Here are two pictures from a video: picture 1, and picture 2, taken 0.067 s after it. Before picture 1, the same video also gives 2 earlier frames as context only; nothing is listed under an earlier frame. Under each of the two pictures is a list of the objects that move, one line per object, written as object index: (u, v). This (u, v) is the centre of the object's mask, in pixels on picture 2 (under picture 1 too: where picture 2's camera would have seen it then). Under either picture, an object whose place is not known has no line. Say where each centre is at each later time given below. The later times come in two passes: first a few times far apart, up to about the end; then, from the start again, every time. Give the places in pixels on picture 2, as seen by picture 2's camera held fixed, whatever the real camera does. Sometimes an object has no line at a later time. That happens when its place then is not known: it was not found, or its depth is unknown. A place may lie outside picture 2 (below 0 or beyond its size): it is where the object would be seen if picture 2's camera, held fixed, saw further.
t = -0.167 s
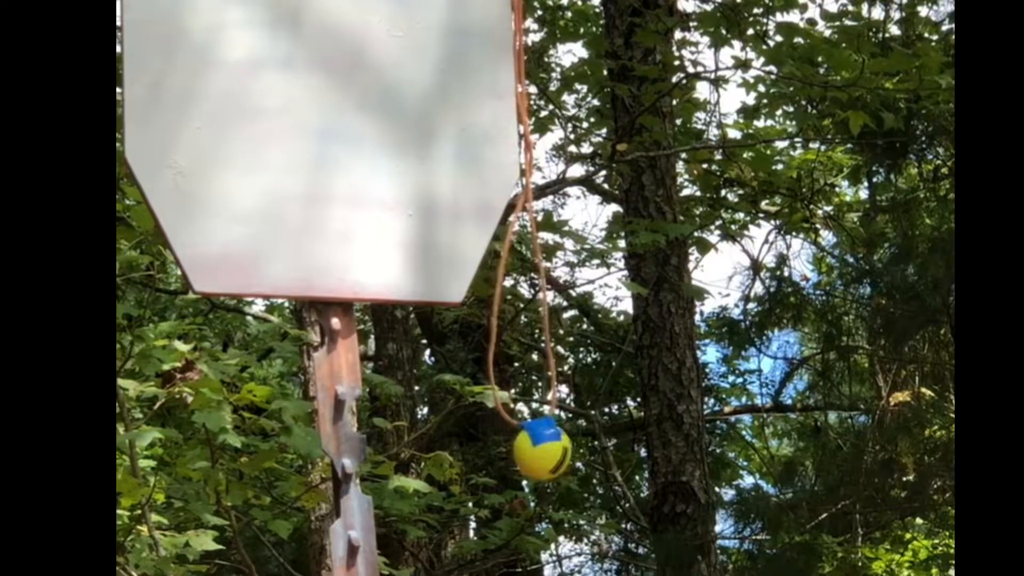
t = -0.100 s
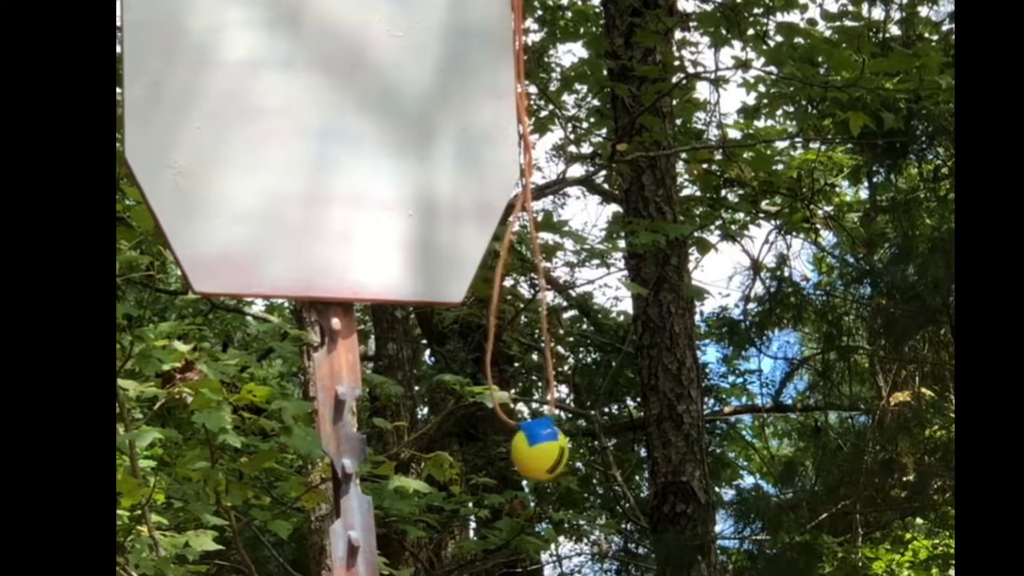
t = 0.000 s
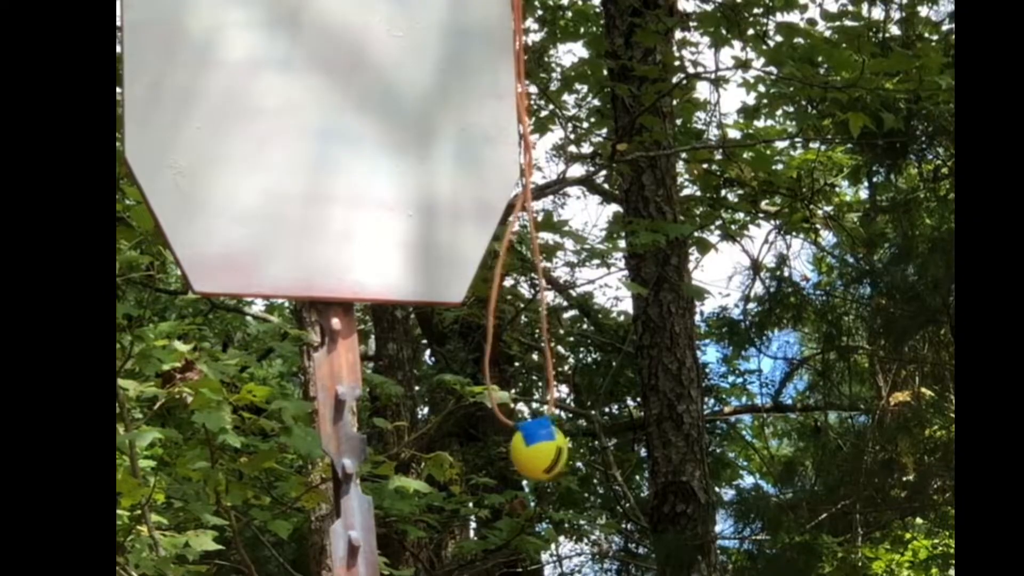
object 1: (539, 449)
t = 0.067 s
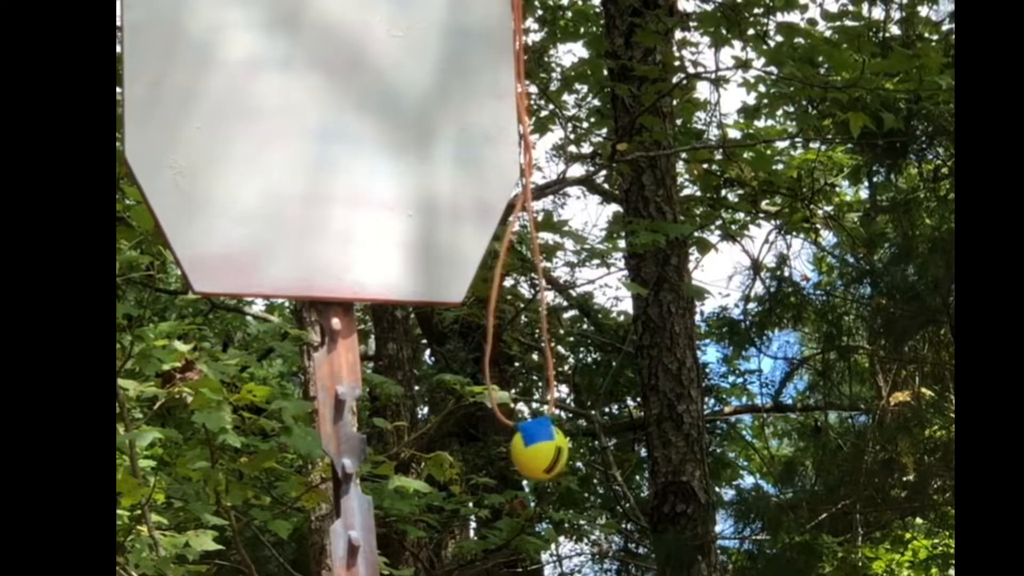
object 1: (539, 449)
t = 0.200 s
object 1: (543, 449)
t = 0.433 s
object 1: (557, 448)
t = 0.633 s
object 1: (558, 437)
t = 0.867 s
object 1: (550, 454)
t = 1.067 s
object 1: (541, 453)
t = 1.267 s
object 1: (539, 450)
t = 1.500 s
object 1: (547, 447)
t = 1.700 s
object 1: (558, 447)
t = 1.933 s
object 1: (562, 449)
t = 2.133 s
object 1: (556, 453)
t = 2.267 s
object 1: (549, 453)
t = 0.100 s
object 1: (539, 449)
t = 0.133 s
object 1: (540, 449)
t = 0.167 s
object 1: (542, 449)
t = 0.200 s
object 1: (543, 449)
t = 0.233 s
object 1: (545, 449)
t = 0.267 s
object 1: (546, 449)
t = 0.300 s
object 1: (548, 448)
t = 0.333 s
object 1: (551, 448)
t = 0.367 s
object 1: (552, 448)
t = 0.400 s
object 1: (554, 448)
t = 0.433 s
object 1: (557, 448)
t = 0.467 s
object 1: (558, 448)
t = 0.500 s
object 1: (559, 448)
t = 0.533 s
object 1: (560, 448)
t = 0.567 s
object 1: (561, 447)
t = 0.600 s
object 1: (559, 437)
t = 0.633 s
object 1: (558, 437)
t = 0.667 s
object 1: (558, 448)
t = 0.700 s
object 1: (557, 453)
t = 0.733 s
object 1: (556, 449)
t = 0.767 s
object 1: (554, 451)
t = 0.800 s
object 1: (553, 454)
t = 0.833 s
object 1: (552, 453)
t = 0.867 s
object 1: (550, 454)
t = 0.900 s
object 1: (549, 455)
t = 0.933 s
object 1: (547, 454)
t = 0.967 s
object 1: (544, 455)
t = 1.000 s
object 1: (544, 454)
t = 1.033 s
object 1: (542, 454)
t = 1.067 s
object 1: (541, 453)
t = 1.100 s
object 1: (539, 452)
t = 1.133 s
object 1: (539, 452)
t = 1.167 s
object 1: (538, 451)
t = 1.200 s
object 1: (539, 451)
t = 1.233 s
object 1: (538, 450)
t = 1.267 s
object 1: (539, 450)
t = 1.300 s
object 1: (541, 450)
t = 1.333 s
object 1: (542, 450)
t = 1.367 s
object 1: (542, 451)
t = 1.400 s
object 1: (542, 450)
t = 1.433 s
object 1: (544, 448)
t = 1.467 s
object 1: (545, 447)
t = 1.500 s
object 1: (547, 447)
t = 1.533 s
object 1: (550, 446)
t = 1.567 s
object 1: (552, 446)
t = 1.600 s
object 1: (554, 447)
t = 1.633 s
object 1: (555, 447)
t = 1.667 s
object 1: (557, 447)
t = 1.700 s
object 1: (558, 447)
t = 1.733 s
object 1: (560, 447)
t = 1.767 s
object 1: (561, 448)
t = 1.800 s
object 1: (561, 447)
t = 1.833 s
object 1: (562, 447)
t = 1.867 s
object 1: (562, 448)
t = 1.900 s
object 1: (563, 448)
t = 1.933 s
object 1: (562, 449)
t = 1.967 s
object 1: (562, 449)
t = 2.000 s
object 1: (561, 450)
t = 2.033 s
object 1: (561, 450)
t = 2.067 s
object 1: (559, 451)
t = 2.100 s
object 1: (557, 452)
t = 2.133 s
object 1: (556, 453)
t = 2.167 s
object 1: (555, 453)
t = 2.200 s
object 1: (553, 454)
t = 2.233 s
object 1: (551, 453)
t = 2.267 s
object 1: (549, 453)
